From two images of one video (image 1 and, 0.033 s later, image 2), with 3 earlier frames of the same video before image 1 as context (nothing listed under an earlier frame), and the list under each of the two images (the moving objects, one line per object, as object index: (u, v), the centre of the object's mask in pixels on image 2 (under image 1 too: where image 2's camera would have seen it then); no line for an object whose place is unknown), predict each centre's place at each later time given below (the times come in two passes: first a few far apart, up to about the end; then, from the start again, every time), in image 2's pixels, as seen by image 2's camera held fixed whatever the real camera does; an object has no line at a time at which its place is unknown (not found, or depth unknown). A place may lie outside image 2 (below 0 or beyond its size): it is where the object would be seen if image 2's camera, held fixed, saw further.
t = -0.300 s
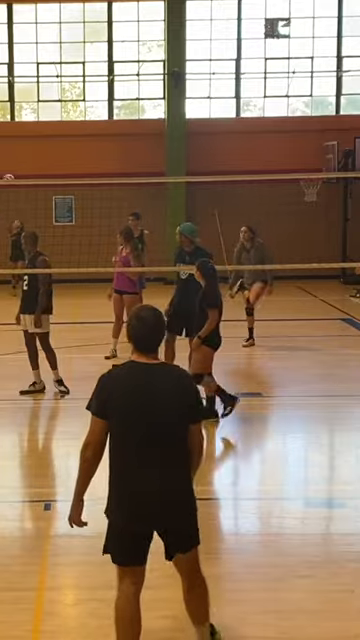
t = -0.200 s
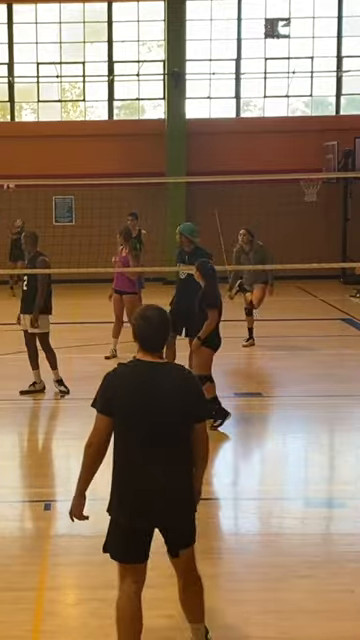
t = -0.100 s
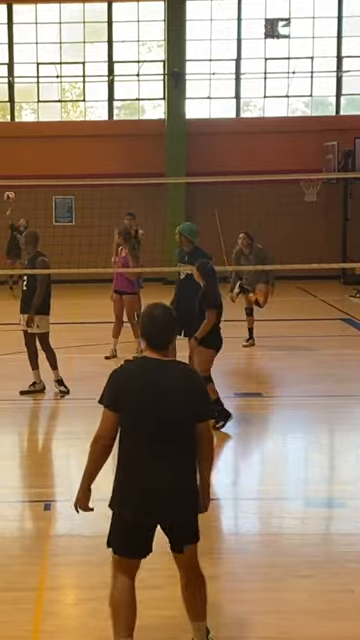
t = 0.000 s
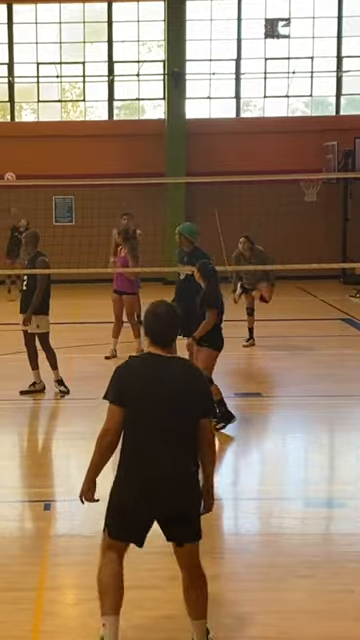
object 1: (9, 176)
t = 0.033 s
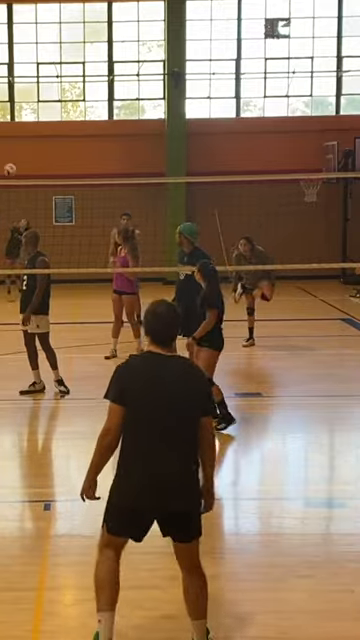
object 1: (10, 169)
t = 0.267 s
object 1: (15, 112)
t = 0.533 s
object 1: (38, 64)
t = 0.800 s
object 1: (94, 62)
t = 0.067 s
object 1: (9, 160)
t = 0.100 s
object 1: (10, 152)
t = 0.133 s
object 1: (10, 144)
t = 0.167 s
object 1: (11, 136)
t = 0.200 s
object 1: (12, 128)
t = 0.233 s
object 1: (13, 120)
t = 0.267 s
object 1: (15, 112)
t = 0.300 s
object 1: (17, 105)
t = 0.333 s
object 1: (19, 97)
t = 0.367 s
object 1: (21, 90)
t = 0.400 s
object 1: (23, 84)
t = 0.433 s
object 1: (26, 78)
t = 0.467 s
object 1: (30, 72)
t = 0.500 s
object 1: (34, 68)
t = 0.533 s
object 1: (38, 64)
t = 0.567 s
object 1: (43, 60)
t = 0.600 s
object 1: (48, 58)
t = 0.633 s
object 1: (54, 56)
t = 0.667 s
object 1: (61, 56)
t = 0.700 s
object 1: (68, 56)
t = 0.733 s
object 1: (76, 57)
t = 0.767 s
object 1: (84, 59)
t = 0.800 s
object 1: (94, 62)
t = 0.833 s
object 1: (104, 67)
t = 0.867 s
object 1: (115, 74)
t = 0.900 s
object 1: (126, 81)
